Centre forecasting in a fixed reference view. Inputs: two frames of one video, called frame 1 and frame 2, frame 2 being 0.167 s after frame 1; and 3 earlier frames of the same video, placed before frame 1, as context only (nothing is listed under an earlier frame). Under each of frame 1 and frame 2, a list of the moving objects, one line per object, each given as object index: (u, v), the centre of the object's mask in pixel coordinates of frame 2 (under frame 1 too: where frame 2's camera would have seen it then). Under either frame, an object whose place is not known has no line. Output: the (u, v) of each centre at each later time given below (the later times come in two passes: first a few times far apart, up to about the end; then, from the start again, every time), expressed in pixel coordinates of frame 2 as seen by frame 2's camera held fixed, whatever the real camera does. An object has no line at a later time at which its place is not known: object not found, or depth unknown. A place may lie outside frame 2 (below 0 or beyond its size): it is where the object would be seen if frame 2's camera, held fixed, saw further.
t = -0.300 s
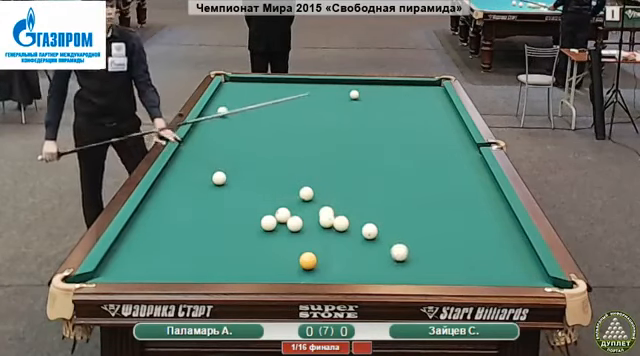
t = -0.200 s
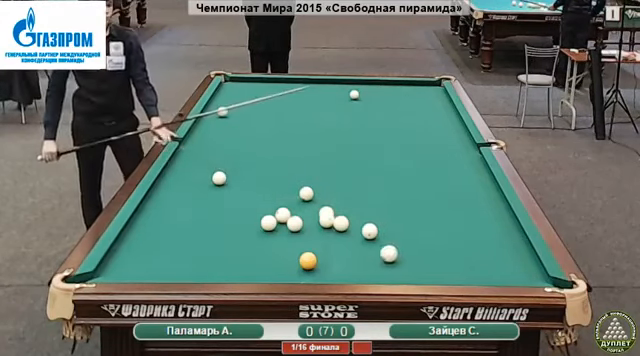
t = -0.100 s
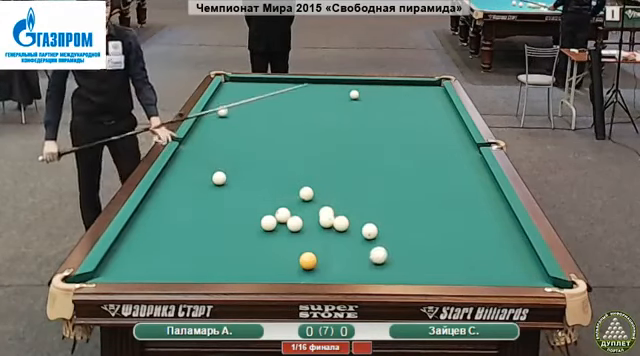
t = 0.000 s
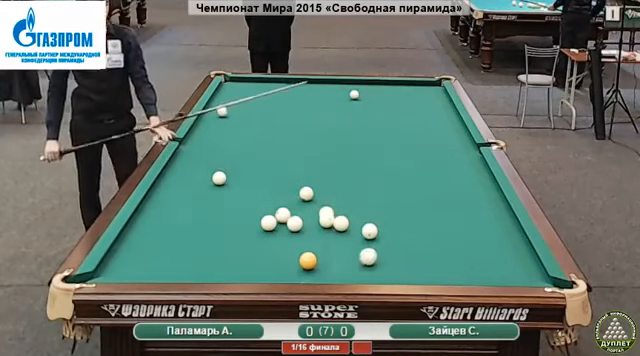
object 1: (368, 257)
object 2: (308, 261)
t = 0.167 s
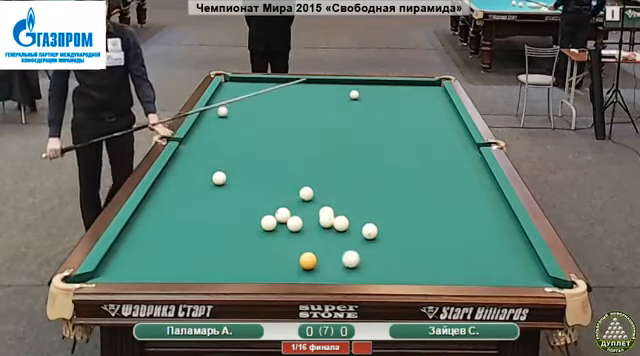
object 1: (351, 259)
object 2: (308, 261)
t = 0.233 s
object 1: (344, 260)
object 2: (308, 261)
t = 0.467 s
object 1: (323, 263)
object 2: (304, 260)
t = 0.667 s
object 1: (316, 267)
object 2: (294, 260)
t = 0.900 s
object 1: (309, 271)
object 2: (282, 259)
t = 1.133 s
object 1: (301, 273)
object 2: (272, 258)
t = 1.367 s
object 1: (297, 272)
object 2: (262, 257)
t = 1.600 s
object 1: (293, 271)
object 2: (253, 255)
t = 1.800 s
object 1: (291, 270)
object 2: (246, 255)
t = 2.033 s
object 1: (289, 269)
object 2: (238, 254)
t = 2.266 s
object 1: (286, 268)
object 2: (232, 254)
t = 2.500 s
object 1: (284, 268)
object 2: (226, 253)
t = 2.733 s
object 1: (283, 267)
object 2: (221, 253)
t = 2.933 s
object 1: (283, 267)
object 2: (218, 252)
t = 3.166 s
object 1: (282, 267)
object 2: (215, 251)
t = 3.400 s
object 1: (282, 267)
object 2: (213, 251)
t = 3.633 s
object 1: (282, 267)
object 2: (211, 251)
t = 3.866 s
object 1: (282, 267)
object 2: (210, 251)
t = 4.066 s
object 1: (282, 267)
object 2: (210, 251)
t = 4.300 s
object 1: (282, 267)
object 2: (209, 250)
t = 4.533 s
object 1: (282, 267)
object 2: (209, 250)
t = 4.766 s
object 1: (282, 267)
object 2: (209, 250)
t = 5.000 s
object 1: (282, 267)
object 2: (209, 250)
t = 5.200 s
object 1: (282, 267)
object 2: (209, 250)
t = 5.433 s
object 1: (282, 267)
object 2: (209, 250)
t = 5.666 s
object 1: (282, 267)
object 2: (209, 250)
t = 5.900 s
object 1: (282, 267)
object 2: (209, 250)
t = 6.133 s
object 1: (282, 267)
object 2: (209, 250)
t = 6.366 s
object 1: (282, 267)
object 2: (209, 250)
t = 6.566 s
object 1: (282, 267)
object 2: (209, 250)
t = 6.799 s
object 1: (282, 267)
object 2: (209, 250)
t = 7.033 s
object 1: (282, 267)
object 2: (209, 250)
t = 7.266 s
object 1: (282, 267)
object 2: (209, 250)
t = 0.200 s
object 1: (347, 259)
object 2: (308, 261)
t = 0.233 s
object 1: (344, 260)
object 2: (308, 261)
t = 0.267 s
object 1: (340, 260)
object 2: (308, 261)
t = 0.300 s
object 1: (337, 261)
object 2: (308, 261)
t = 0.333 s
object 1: (333, 261)
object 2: (308, 261)
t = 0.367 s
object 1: (330, 262)
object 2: (308, 261)
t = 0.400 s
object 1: (327, 262)
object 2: (308, 261)
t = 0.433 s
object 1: (324, 263)
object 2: (307, 260)
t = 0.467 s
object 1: (323, 263)
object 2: (304, 260)
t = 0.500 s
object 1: (322, 264)
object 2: (303, 260)
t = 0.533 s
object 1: (321, 265)
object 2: (301, 260)
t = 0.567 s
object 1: (320, 266)
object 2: (299, 260)
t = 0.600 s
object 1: (318, 266)
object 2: (298, 260)
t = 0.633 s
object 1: (317, 267)
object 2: (296, 260)
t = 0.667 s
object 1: (316, 267)
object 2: (294, 260)
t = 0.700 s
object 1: (315, 268)
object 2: (292, 259)
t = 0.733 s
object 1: (314, 269)
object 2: (290, 259)
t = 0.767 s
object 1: (313, 269)
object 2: (289, 259)
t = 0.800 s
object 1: (312, 269)
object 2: (287, 259)
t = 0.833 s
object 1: (311, 270)
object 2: (285, 259)
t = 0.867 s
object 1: (310, 270)
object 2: (284, 258)
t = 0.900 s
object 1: (309, 271)
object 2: (282, 259)
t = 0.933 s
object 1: (308, 271)
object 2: (281, 259)
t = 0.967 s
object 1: (307, 271)
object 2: (279, 258)
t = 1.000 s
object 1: (305, 272)
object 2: (278, 258)
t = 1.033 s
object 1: (304, 272)
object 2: (276, 258)
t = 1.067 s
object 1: (303, 273)
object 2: (275, 258)
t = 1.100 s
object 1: (302, 273)
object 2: (273, 258)
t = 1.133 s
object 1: (301, 273)
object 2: (272, 258)
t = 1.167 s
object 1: (301, 273)
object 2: (270, 257)
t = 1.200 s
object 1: (300, 273)
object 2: (269, 257)
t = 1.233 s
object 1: (299, 273)
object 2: (267, 257)
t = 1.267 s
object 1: (299, 273)
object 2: (266, 257)
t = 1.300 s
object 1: (298, 272)
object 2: (264, 257)
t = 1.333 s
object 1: (297, 272)
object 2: (263, 257)
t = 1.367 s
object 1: (297, 272)
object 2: (262, 257)
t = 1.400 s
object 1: (296, 272)
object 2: (260, 257)
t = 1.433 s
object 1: (296, 272)
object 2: (259, 256)
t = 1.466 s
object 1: (296, 271)
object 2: (258, 256)
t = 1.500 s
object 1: (295, 271)
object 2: (256, 256)
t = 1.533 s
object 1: (294, 271)
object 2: (255, 256)
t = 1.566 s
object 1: (294, 271)
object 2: (254, 256)
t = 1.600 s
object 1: (293, 271)
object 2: (253, 255)
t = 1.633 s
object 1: (293, 271)
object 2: (252, 256)
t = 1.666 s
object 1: (292, 270)
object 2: (250, 256)
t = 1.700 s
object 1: (292, 270)
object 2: (249, 255)
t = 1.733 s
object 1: (292, 270)
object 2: (248, 255)
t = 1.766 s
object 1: (291, 270)
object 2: (247, 255)
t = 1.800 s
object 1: (291, 270)
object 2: (246, 255)
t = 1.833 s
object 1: (290, 270)
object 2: (245, 255)
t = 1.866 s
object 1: (290, 269)
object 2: (244, 255)
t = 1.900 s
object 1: (290, 269)
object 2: (243, 255)
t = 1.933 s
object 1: (289, 269)
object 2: (241, 255)
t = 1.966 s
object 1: (289, 269)
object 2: (240, 254)
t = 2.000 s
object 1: (289, 269)
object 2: (239, 254)
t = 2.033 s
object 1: (289, 269)
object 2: (238, 254)
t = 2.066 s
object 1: (288, 269)
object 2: (237, 254)
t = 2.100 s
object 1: (288, 269)
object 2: (236, 254)
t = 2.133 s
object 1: (287, 268)
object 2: (235, 254)
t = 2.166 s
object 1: (287, 268)
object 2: (234, 254)
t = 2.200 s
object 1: (287, 268)
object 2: (234, 254)
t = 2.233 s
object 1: (287, 268)
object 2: (233, 254)
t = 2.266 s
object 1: (286, 268)
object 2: (232, 254)
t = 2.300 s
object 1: (286, 268)
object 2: (231, 253)
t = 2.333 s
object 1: (286, 268)
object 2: (230, 253)
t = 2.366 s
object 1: (285, 268)
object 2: (229, 253)
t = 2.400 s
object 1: (285, 268)
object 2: (228, 253)
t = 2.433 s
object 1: (285, 268)
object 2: (228, 253)
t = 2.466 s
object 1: (285, 268)
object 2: (227, 253)
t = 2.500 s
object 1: (284, 268)
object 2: (226, 253)
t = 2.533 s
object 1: (284, 268)
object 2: (226, 253)
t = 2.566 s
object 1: (284, 268)
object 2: (225, 253)
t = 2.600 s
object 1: (284, 267)
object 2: (224, 253)
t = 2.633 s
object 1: (284, 267)
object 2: (223, 252)
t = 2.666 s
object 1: (284, 267)
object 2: (223, 252)
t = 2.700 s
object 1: (283, 267)
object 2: (222, 253)
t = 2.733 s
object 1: (283, 267)
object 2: (221, 253)
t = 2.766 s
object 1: (283, 267)
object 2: (221, 252)
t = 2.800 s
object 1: (283, 267)
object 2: (220, 252)
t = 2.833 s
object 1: (283, 267)
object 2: (219, 252)
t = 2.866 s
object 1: (283, 267)
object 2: (219, 252)
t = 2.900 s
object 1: (283, 267)
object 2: (218, 252)
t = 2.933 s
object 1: (283, 267)
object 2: (218, 252)
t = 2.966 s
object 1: (283, 267)
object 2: (217, 252)
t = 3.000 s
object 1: (282, 267)
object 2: (217, 252)
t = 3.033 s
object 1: (282, 267)
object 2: (216, 252)
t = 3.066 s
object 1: (282, 267)
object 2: (216, 252)
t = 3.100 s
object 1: (282, 267)
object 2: (216, 252)
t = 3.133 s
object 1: (282, 267)
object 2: (215, 252)
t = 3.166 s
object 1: (282, 267)
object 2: (215, 251)
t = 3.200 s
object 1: (282, 267)
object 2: (214, 251)
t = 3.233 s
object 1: (282, 267)
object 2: (214, 251)
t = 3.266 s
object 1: (282, 267)
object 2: (214, 251)
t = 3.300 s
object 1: (282, 267)
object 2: (213, 251)
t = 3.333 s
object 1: (282, 267)
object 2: (213, 251)
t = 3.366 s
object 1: (282, 267)
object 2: (213, 251)
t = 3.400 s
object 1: (282, 267)
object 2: (213, 251)
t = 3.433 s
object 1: (282, 267)
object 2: (213, 251)
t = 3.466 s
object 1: (282, 267)
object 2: (212, 251)
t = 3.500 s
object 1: (282, 267)
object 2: (212, 251)
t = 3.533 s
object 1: (282, 267)
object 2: (211, 251)
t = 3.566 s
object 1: (282, 267)
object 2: (211, 251)
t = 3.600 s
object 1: (282, 267)
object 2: (211, 251)
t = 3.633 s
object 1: (282, 267)
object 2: (211, 251)
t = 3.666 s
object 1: (282, 267)
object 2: (210, 251)
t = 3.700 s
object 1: (282, 267)
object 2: (210, 251)
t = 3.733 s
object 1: (282, 267)
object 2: (210, 251)
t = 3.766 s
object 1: (282, 267)
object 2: (210, 251)
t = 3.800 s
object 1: (282, 267)
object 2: (210, 251)
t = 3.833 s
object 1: (282, 267)
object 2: (210, 251)
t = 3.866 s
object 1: (282, 267)
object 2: (210, 251)
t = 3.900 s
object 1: (282, 267)
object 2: (210, 251)
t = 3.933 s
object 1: (282, 267)
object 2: (210, 251)
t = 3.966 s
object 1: (282, 267)
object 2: (210, 251)
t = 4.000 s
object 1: (282, 267)
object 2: (210, 251)
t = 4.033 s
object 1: (282, 267)
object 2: (210, 251)
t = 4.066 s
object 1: (282, 267)
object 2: (210, 251)
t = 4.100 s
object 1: (282, 267)
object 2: (209, 250)
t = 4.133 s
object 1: (282, 267)
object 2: (209, 250)
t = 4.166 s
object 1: (282, 267)
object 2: (209, 250)
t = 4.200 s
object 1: (282, 267)
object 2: (209, 250)
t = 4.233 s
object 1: (282, 267)
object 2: (209, 250)
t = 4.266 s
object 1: (282, 267)
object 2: (209, 250)
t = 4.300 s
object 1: (282, 267)
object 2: (209, 250)
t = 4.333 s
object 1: (282, 267)
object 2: (209, 250)
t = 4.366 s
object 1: (282, 267)
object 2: (209, 250)
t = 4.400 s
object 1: (282, 267)
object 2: (209, 250)
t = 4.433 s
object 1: (282, 267)
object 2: (209, 250)
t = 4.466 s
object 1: (282, 267)
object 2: (209, 250)
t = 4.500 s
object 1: (282, 267)
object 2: (209, 250)
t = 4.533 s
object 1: (282, 267)
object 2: (209, 250)
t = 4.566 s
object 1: (282, 267)
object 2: (209, 250)
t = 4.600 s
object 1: (282, 267)
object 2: (209, 250)
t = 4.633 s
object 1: (282, 267)
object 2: (209, 250)
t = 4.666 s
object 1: (282, 267)
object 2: (209, 250)
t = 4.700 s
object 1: (282, 267)
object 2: (209, 250)
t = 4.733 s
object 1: (282, 267)
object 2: (209, 250)
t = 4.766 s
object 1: (282, 267)
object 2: (209, 250)
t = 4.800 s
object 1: (282, 267)
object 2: (209, 250)
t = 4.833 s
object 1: (282, 267)
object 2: (209, 250)
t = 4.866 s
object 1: (282, 267)
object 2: (209, 250)
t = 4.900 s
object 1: (282, 267)
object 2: (209, 250)
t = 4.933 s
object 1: (282, 267)
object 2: (209, 250)
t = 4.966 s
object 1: (282, 267)
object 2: (209, 250)
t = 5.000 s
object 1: (282, 267)
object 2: (209, 250)
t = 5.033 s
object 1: (282, 267)
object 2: (209, 250)
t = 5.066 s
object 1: (282, 267)
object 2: (209, 250)
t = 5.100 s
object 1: (282, 267)
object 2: (209, 250)
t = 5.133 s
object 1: (282, 267)
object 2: (209, 250)
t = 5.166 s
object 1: (282, 267)
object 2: (209, 250)
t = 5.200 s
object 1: (282, 267)
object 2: (209, 250)
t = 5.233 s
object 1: (282, 267)
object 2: (209, 250)
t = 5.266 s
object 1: (282, 267)
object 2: (209, 250)
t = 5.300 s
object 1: (282, 267)
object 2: (209, 250)
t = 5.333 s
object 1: (282, 267)
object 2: (209, 250)
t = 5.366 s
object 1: (282, 267)
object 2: (209, 250)
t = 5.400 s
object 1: (282, 267)
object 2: (209, 250)
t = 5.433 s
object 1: (282, 267)
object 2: (209, 250)
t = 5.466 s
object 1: (282, 267)
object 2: (209, 250)
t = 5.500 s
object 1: (282, 267)
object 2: (209, 250)
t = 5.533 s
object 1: (282, 267)
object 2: (209, 250)
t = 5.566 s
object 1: (282, 267)
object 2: (209, 250)
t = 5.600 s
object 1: (282, 267)
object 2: (209, 250)
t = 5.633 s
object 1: (282, 267)
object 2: (209, 250)
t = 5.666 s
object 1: (282, 267)
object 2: (209, 250)
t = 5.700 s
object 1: (282, 267)
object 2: (209, 250)
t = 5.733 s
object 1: (282, 267)
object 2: (209, 250)
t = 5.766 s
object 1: (282, 267)
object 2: (209, 250)
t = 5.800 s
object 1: (282, 267)
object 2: (209, 250)
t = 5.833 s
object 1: (282, 267)
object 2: (209, 250)
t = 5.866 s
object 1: (282, 267)
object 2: (209, 250)
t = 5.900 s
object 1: (282, 267)
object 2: (209, 250)
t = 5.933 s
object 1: (282, 267)
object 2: (209, 250)
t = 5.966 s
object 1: (282, 267)
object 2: (209, 250)
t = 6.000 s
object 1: (282, 267)
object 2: (209, 250)
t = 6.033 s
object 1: (282, 267)
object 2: (209, 250)
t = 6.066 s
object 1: (282, 267)
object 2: (209, 250)
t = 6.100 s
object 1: (282, 267)
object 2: (209, 250)
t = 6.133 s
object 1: (282, 267)
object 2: (209, 250)
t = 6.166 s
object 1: (282, 267)
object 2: (209, 250)
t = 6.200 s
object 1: (282, 267)
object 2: (209, 250)
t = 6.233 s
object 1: (282, 267)
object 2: (209, 250)
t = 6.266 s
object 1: (282, 267)
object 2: (209, 250)
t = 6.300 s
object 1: (282, 267)
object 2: (209, 250)
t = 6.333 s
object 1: (282, 267)
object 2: (209, 250)
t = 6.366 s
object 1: (282, 267)
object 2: (209, 250)
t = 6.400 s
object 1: (282, 267)
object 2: (209, 250)
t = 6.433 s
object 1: (282, 267)
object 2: (209, 250)
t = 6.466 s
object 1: (282, 267)
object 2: (209, 250)
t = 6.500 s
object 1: (282, 267)
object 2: (209, 250)
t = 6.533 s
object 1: (282, 267)
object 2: (209, 250)
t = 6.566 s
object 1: (282, 267)
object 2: (209, 250)
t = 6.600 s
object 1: (282, 267)
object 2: (209, 250)
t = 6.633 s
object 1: (282, 267)
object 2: (209, 250)
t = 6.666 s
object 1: (282, 267)
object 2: (209, 250)
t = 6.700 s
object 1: (282, 267)
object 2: (209, 250)
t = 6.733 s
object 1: (282, 267)
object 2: (209, 250)
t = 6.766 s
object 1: (282, 267)
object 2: (209, 250)
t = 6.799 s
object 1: (282, 267)
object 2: (209, 250)
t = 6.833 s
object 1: (282, 267)
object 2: (209, 250)
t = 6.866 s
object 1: (282, 267)
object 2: (209, 250)
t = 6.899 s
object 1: (282, 267)
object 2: (209, 250)
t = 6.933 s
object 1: (282, 267)
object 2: (209, 250)
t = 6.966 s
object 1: (282, 267)
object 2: (209, 250)
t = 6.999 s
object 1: (282, 267)
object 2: (209, 250)
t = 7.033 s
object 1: (282, 267)
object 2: (209, 250)
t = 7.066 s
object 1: (282, 267)
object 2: (209, 250)
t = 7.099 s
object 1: (282, 267)
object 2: (209, 250)
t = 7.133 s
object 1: (282, 267)
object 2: (209, 250)
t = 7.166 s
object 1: (282, 267)
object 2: (209, 250)
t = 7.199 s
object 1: (282, 267)
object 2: (209, 250)
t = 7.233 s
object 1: (282, 267)
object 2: (209, 250)
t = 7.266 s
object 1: (282, 267)
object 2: (209, 250)
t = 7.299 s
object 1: (282, 267)
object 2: (209, 250)
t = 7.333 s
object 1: (282, 267)
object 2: (209, 250)
